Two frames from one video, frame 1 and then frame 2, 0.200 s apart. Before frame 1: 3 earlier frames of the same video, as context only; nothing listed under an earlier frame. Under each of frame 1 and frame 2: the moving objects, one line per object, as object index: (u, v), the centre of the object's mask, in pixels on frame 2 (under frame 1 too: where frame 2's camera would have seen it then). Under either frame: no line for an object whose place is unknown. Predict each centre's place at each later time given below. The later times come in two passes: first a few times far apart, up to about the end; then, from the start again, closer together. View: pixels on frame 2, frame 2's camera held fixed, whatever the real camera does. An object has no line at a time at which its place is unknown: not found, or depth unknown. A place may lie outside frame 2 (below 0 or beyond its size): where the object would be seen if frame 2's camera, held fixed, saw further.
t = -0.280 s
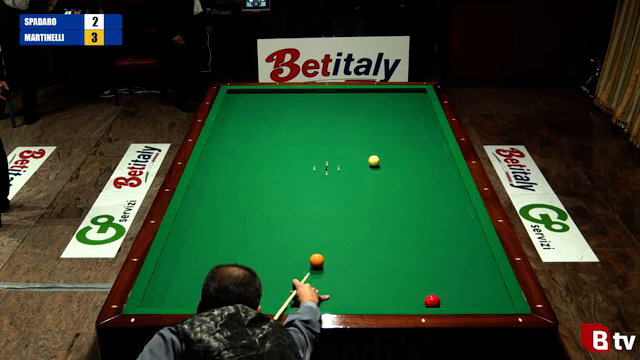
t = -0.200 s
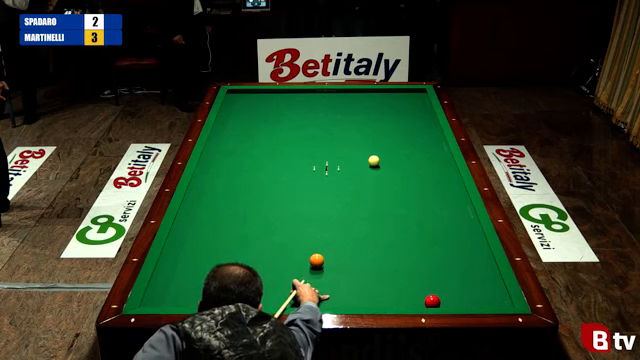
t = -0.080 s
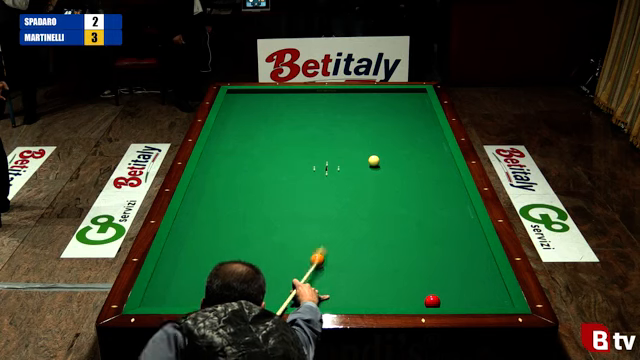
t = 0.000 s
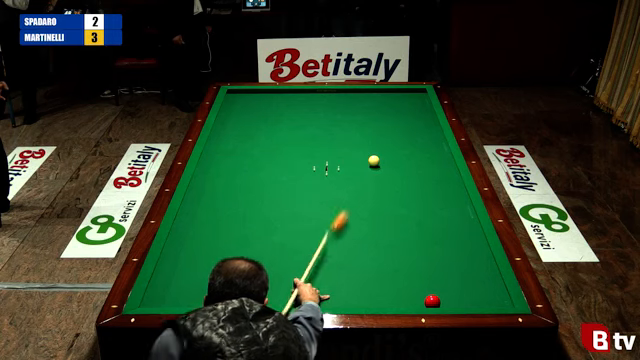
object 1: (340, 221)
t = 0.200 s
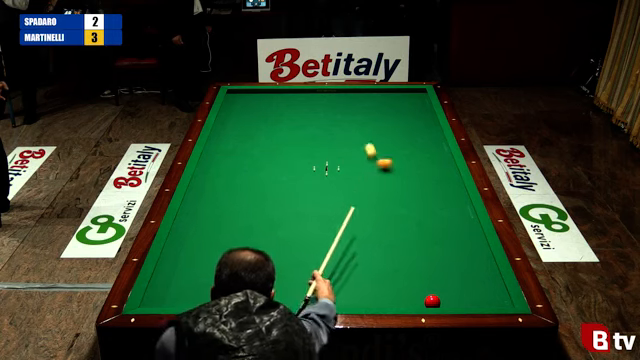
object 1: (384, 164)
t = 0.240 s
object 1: (395, 163)
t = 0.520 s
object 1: (437, 158)
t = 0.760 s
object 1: (402, 156)
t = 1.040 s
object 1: (371, 155)
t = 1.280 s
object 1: (345, 154)
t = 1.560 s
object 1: (316, 152)
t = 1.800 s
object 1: (291, 150)
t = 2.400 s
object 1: (232, 147)
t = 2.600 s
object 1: (216, 146)
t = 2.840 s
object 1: (218, 143)
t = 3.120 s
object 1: (232, 140)
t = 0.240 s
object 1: (395, 163)
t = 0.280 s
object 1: (406, 163)
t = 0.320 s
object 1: (416, 162)
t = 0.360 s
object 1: (425, 161)
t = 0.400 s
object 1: (435, 160)
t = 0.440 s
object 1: (444, 158)
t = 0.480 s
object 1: (444, 158)
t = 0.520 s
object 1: (437, 158)
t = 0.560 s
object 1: (430, 157)
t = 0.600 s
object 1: (423, 157)
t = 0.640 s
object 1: (417, 157)
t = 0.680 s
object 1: (411, 157)
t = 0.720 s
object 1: (406, 157)
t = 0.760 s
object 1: (402, 156)
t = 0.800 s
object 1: (397, 156)
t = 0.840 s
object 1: (392, 156)
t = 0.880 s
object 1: (388, 155)
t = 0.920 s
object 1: (383, 155)
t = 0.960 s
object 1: (379, 155)
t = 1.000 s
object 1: (375, 155)
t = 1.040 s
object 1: (371, 155)
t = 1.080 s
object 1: (366, 155)
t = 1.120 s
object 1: (362, 155)
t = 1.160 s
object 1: (358, 154)
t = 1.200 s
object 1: (353, 154)
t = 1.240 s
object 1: (349, 154)
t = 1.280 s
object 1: (345, 154)
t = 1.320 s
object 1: (340, 153)
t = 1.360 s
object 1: (336, 153)
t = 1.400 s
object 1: (332, 153)
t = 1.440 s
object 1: (328, 152)
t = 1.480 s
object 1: (324, 152)
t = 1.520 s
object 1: (319, 152)
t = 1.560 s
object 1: (316, 152)
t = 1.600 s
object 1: (311, 152)
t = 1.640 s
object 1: (307, 151)
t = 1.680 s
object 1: (303, 151)
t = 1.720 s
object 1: (299, 151)
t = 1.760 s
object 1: (295, 151)
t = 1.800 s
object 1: (291, 150)
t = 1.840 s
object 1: (287, 150)
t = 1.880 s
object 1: (284, 150)
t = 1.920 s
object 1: (280, 148)
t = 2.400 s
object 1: (232, 147)
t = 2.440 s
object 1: (231, 147)
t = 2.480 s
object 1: (227, 146)
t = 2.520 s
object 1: (223, 146)
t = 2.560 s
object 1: (220, 146)
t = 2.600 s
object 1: (216, 146)
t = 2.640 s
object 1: (213, 145)
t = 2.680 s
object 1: (210, 145)
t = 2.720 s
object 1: (212, 145)
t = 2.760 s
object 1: (214, 144)
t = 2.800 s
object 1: (217, 144)
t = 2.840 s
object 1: (218, 143)
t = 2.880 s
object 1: (221, 143)
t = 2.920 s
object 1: (223, 142)
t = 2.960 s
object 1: (225, 142)
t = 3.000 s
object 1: (227, 141)
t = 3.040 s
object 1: (228, 141)
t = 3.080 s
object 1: (231, 140)
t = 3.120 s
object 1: (232, 140)
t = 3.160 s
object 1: (234, 139)
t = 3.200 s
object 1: (235, 139)
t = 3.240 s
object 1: (237, 137)
